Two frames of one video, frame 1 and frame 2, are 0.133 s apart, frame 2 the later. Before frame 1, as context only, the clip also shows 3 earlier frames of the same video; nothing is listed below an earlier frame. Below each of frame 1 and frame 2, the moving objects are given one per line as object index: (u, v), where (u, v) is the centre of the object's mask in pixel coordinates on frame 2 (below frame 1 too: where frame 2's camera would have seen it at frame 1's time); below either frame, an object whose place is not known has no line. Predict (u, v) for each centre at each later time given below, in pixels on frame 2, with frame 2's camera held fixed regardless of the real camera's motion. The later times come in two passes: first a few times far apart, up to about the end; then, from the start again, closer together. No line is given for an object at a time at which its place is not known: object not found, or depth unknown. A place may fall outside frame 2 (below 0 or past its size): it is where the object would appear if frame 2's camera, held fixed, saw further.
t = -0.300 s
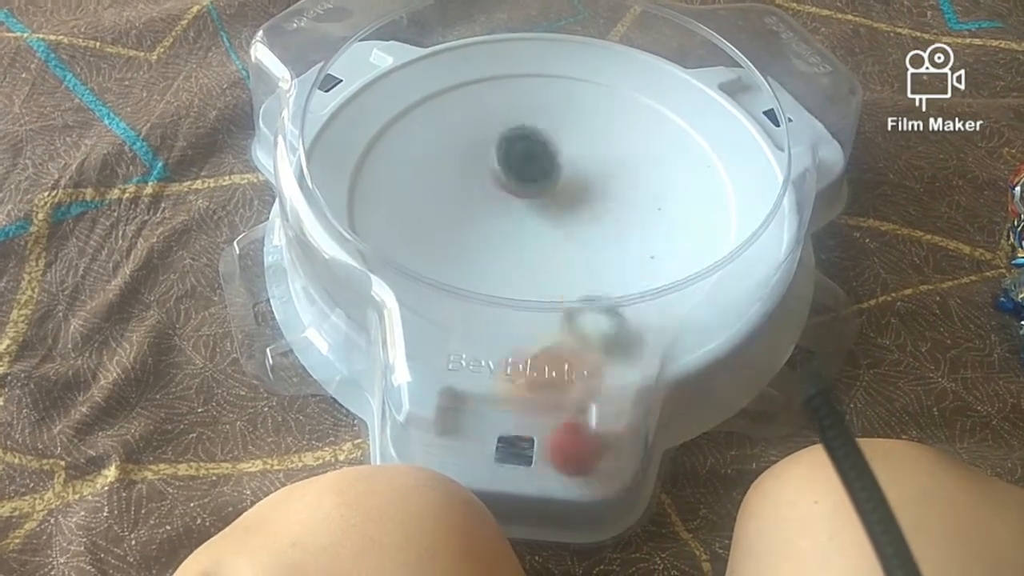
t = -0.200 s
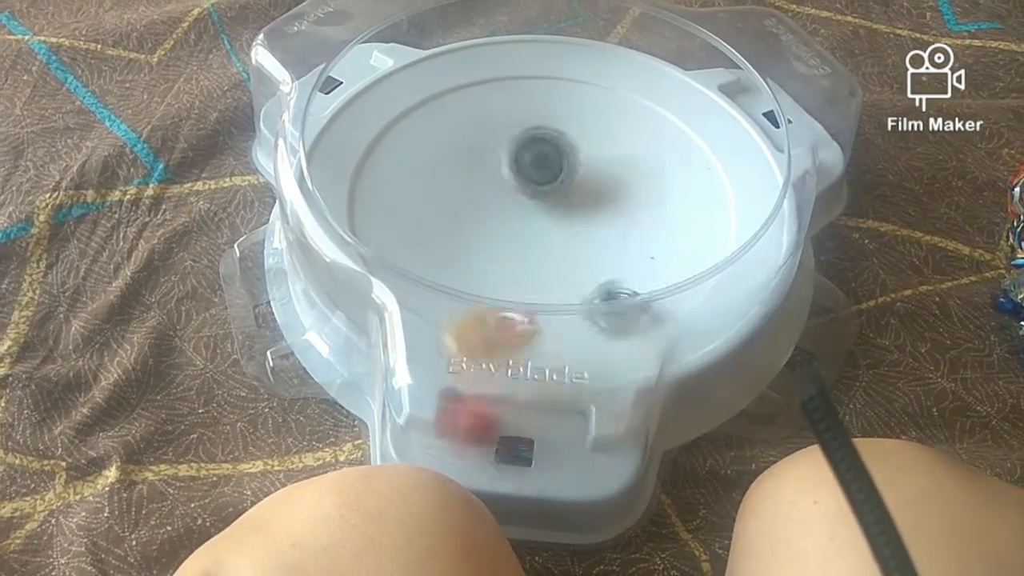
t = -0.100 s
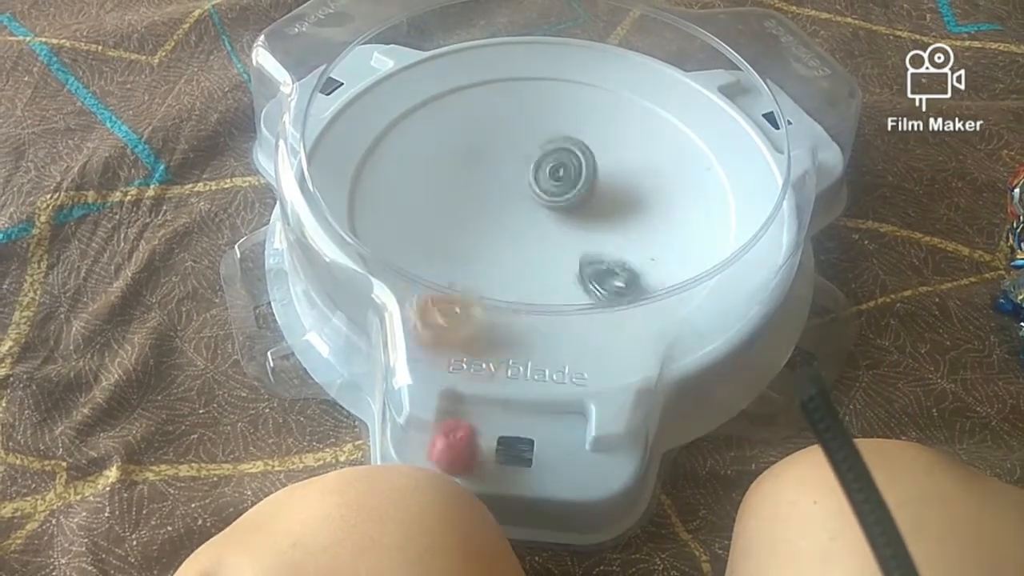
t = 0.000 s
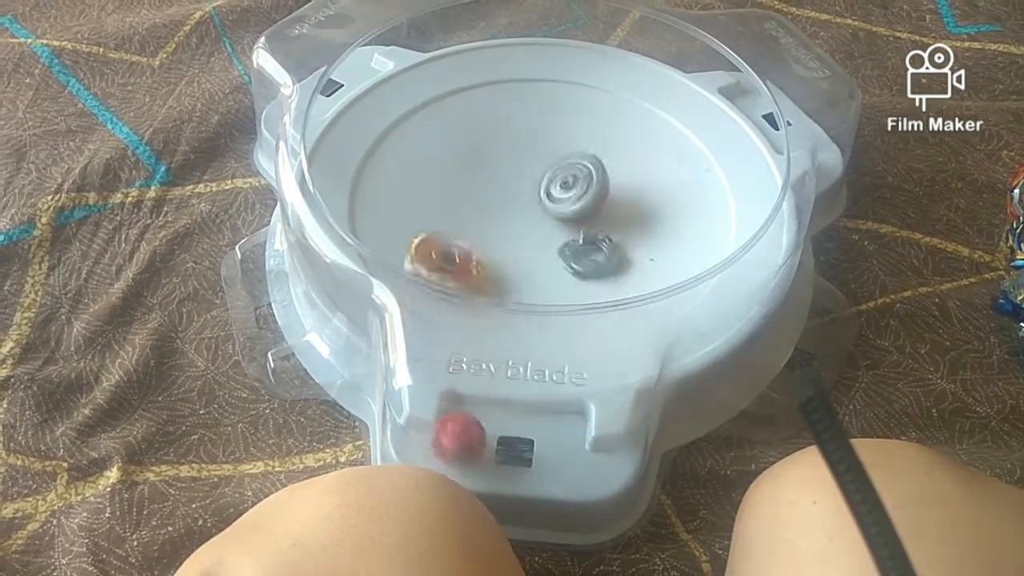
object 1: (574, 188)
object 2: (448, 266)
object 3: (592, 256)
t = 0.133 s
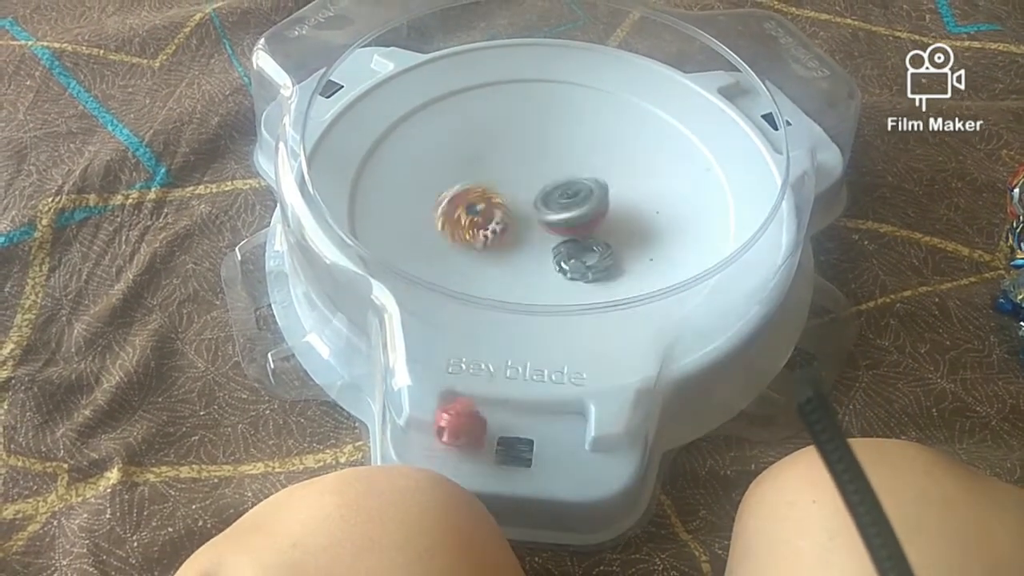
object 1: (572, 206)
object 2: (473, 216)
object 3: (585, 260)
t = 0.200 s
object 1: (562, 210)
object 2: (485, 208)
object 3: (583, 260)
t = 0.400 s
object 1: (548, 208)
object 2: (481, 198)
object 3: (589, 263)
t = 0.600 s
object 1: (548, 190)
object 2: (481, 198)
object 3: (589, 263)
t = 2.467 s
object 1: (570, 185)
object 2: (473, 185)
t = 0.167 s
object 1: (568, 208)
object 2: (479, 209)
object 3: (584, 259)
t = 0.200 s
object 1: (562, 210)
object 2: (485, 208)
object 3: (583, 260)
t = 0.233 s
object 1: (558, 211)
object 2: (487, 206)
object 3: (582, 260)
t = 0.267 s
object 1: (555, 211)
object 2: (485, 202)
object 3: (583, 260)
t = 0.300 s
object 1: (554, 213)
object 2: (480, 197)
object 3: (584, 261)
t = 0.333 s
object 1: (554, 214)
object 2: (481, 198)
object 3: (586, 265)
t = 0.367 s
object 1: (552, 211)
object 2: (482, 199)
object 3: (589, 263)
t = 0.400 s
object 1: (548, 208)
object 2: (481, 198)
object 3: (589, 263)
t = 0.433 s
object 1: (546, 204)
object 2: (481, 199)
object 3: (589, 263)
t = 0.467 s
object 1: (543, 201)
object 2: (480, 198)
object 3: (589, 263)
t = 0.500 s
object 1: (543, 196)
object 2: (480, 198)
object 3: (589, 263)
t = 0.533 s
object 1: (545, 193)
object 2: (480, 199)
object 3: (589, 263)
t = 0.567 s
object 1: (547, 190)
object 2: (481, 198)
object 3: (589, 263)
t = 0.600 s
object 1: (548, 190)
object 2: (481, 198)
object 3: (589, 263)
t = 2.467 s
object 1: (570, 185)
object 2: (473, 185)
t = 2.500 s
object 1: (569, 185)
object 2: (473, 185)
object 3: (589, 265)
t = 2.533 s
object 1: (569, 185)
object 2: (473, 186)
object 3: (589, 265)
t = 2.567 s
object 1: (568, 186)
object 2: (473, 186)
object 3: (589, 265)
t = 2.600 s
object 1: (568, 189)
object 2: (473, 186)
